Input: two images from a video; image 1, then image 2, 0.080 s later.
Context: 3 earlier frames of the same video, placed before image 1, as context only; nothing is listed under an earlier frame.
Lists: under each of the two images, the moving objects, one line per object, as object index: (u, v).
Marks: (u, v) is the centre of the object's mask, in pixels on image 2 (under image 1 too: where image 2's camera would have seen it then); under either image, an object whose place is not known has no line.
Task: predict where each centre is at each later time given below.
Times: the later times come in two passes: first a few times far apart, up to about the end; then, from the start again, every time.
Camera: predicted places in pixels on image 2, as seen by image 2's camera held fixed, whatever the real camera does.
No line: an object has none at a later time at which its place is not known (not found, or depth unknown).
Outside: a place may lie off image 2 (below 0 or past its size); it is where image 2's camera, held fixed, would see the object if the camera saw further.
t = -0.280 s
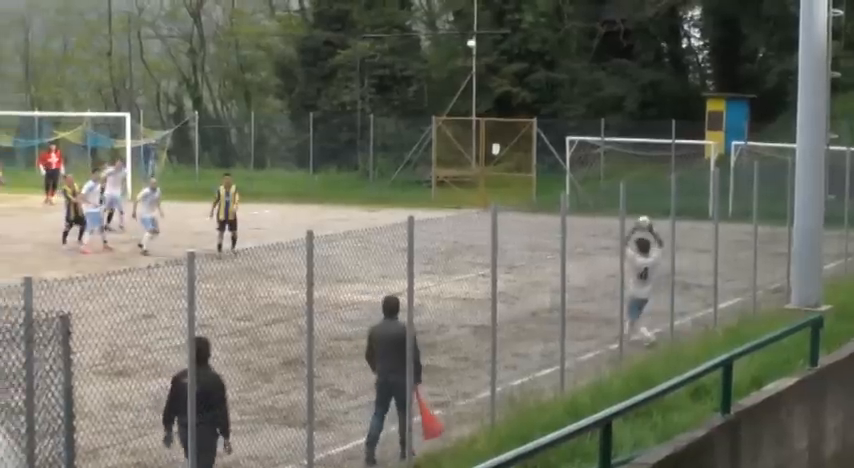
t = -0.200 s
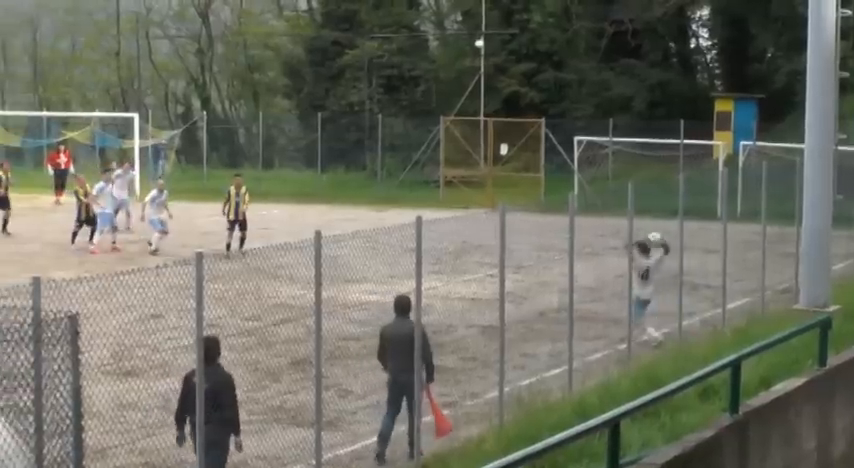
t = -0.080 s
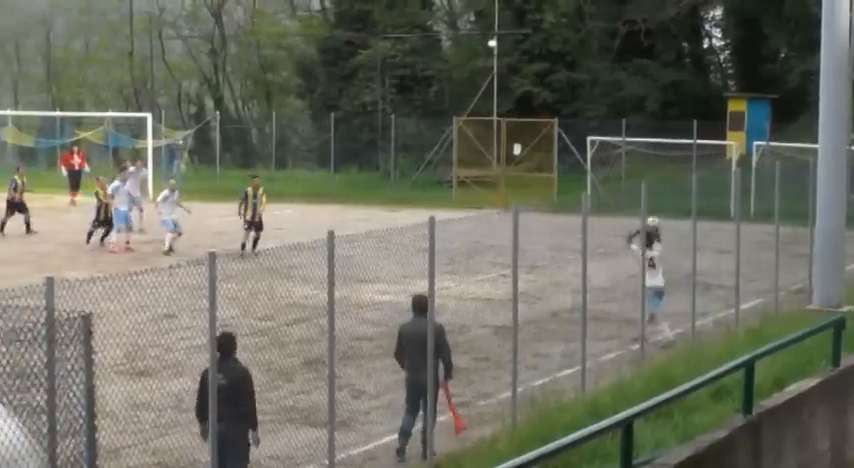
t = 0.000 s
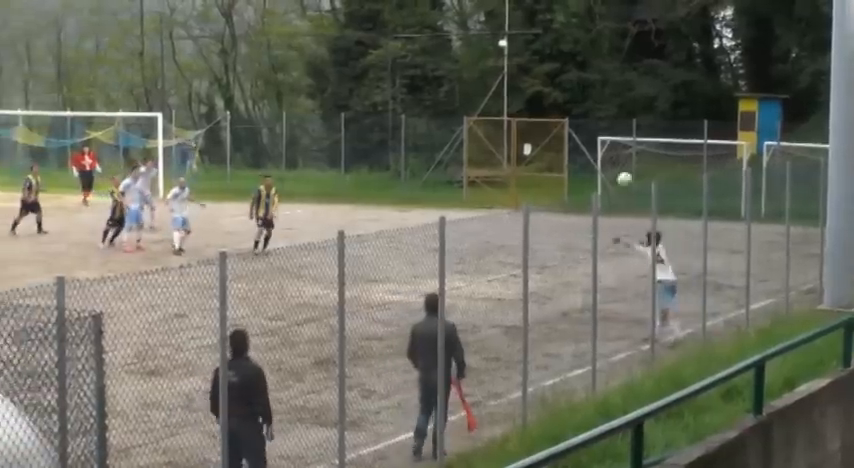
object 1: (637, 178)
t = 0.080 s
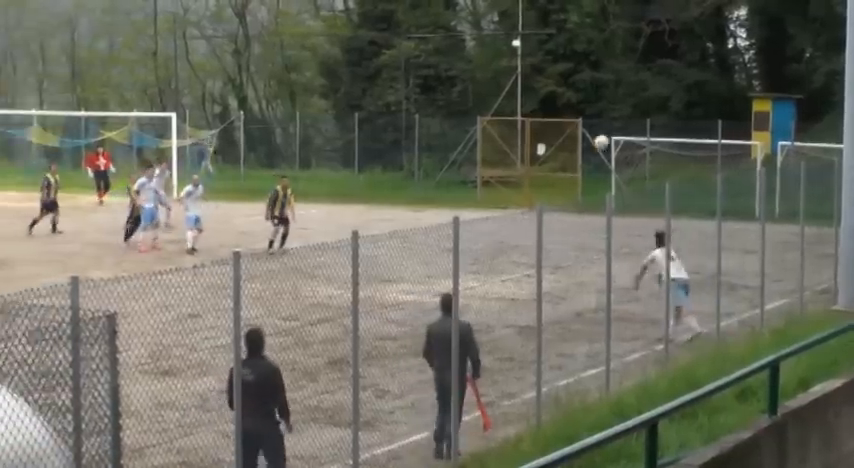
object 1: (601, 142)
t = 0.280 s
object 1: (520, 72)
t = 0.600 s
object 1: (420, 20)
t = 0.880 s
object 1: (351, 17)
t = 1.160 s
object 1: (297, 44)
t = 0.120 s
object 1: (584, 125)
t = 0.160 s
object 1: (567, 110)
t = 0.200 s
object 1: (551, 96)
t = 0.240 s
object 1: (535, 84)
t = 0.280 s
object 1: (520, 72)
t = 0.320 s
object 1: (506, 63)
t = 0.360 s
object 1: (492, 53)
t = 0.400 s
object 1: (479, 45)
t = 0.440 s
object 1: (467, 39)
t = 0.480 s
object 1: (454, 32)
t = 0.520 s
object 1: (443, 27)
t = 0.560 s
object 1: (431, 23)
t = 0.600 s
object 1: (420, 20)
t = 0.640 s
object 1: (408, 17)
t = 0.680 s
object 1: (398, 15)
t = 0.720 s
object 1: (388, 14)
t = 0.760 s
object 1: (378, 14)
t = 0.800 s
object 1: (368, 14)
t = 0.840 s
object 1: (359, 16)
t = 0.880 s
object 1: (351, 17)
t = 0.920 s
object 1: (342, 19)
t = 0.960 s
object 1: (334, 21)
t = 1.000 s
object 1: (326, 25)
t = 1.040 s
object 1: (319, 29)
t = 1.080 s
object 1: (311, 34)
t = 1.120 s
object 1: (304, 39)
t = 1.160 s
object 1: (297, 44)
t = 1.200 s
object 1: (290, 51)
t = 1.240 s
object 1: (283, 59)
